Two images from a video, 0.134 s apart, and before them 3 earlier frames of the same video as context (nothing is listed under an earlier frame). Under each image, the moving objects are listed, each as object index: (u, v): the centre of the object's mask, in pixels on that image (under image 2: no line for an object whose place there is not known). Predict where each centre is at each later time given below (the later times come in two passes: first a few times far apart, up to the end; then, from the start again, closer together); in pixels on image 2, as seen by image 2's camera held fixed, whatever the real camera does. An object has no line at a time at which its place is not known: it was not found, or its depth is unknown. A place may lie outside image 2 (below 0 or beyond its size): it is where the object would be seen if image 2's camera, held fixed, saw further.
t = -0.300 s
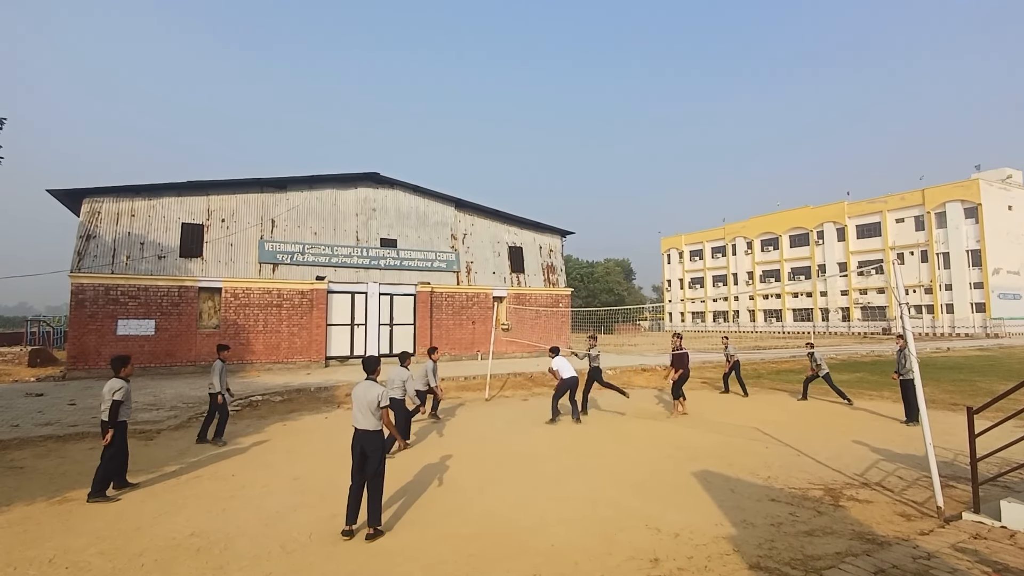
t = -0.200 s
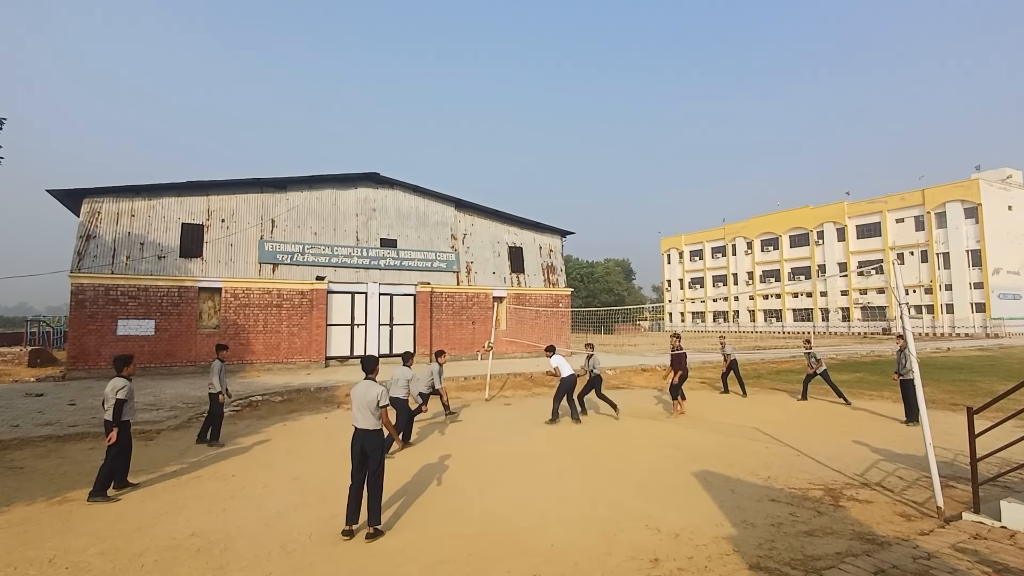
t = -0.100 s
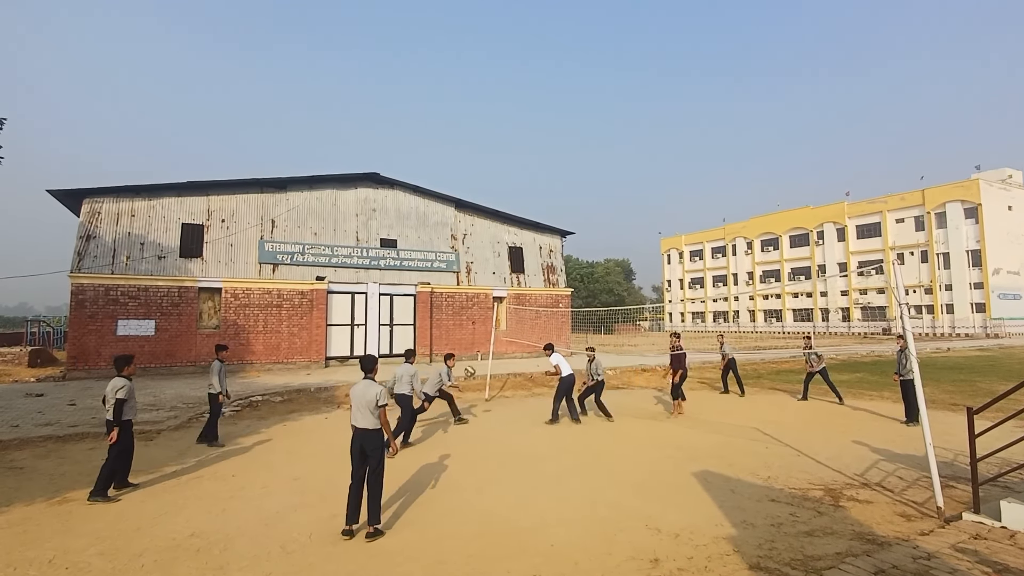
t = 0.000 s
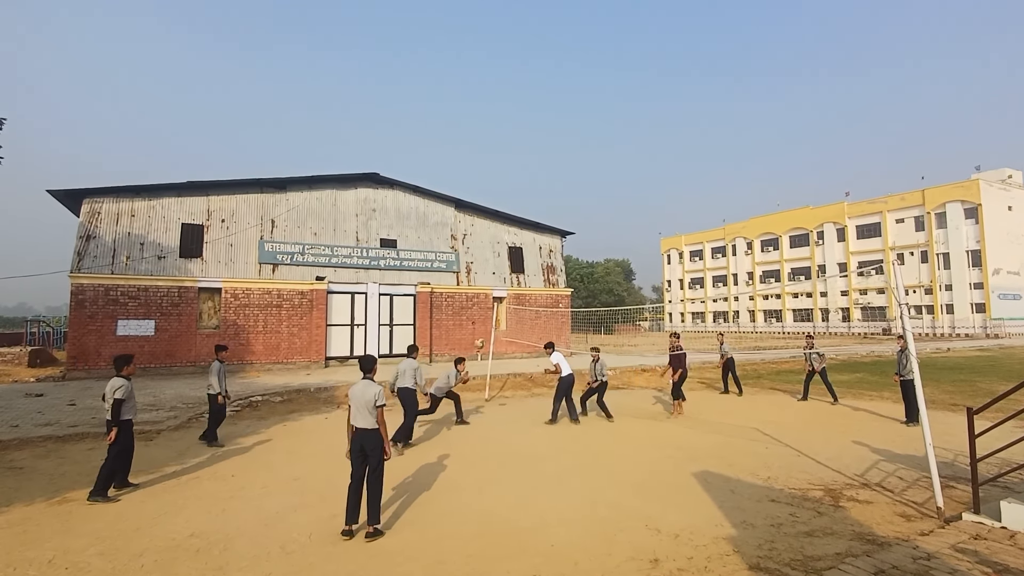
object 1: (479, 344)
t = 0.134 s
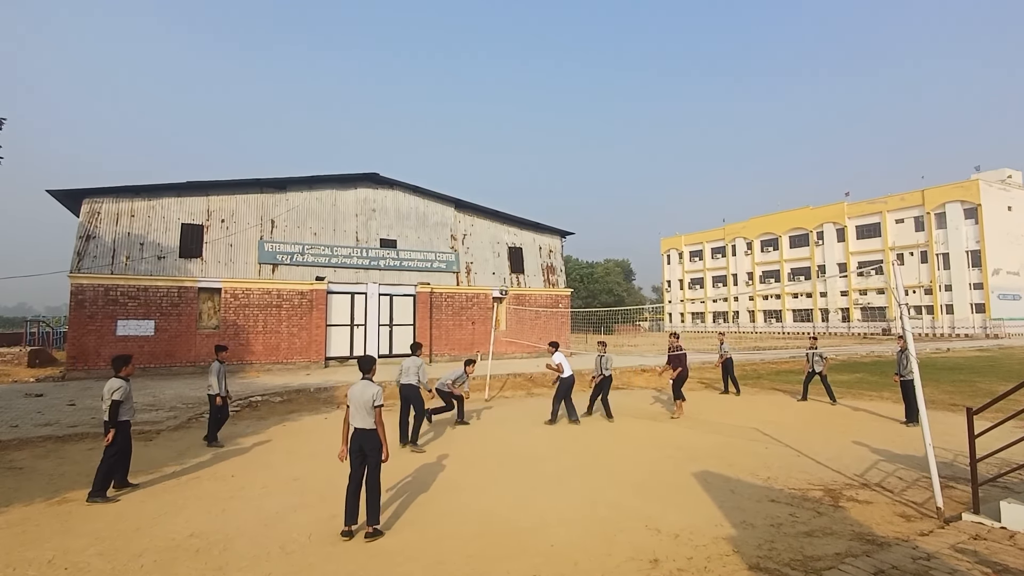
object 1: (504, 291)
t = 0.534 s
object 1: (570, 189)
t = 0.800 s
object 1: (610, 167)
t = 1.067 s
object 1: (648, 179)
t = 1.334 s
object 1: (684, 224)
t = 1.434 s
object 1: (698, 248)
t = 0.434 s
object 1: (555, 206)
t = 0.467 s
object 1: (560, 201)
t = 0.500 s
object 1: (565, 195)
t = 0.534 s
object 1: (570, 189)
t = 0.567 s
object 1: (576, 184)
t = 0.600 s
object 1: (581, 180)
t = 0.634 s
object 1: (586, 177)
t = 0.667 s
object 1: (591, 174)
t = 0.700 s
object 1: (596, 171)
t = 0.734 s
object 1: (601, 170)
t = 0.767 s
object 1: (605, 169)
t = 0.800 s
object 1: (610, 167)
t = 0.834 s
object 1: (615, 167)
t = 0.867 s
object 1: (620, 167)
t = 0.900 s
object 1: (625, 168)
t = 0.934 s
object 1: (630, 169)
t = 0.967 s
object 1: (634, 171)
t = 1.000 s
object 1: (639, 173)
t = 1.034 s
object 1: (644, 176)
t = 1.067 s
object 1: (648, 179)
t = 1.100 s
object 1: (653, 183)
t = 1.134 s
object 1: (657, 188)
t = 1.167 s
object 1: (662, 192)
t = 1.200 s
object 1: (667, 198)
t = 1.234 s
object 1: (671, 203)
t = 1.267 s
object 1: (676, 210)
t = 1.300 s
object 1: (680, 217)
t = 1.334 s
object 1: (684, 224)
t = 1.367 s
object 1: (689, 231)
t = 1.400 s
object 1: (693, 240)
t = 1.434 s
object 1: (698, 248)
